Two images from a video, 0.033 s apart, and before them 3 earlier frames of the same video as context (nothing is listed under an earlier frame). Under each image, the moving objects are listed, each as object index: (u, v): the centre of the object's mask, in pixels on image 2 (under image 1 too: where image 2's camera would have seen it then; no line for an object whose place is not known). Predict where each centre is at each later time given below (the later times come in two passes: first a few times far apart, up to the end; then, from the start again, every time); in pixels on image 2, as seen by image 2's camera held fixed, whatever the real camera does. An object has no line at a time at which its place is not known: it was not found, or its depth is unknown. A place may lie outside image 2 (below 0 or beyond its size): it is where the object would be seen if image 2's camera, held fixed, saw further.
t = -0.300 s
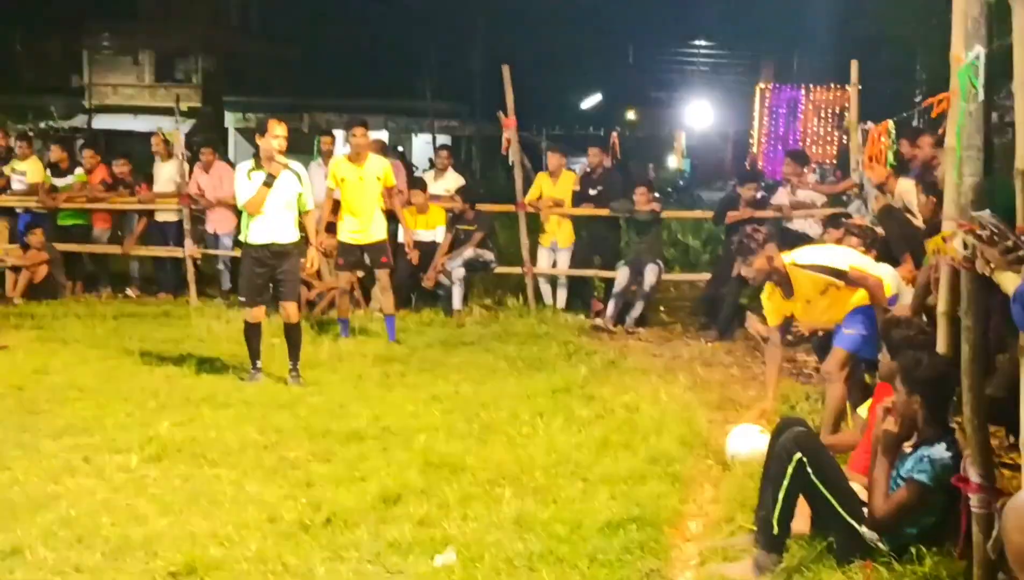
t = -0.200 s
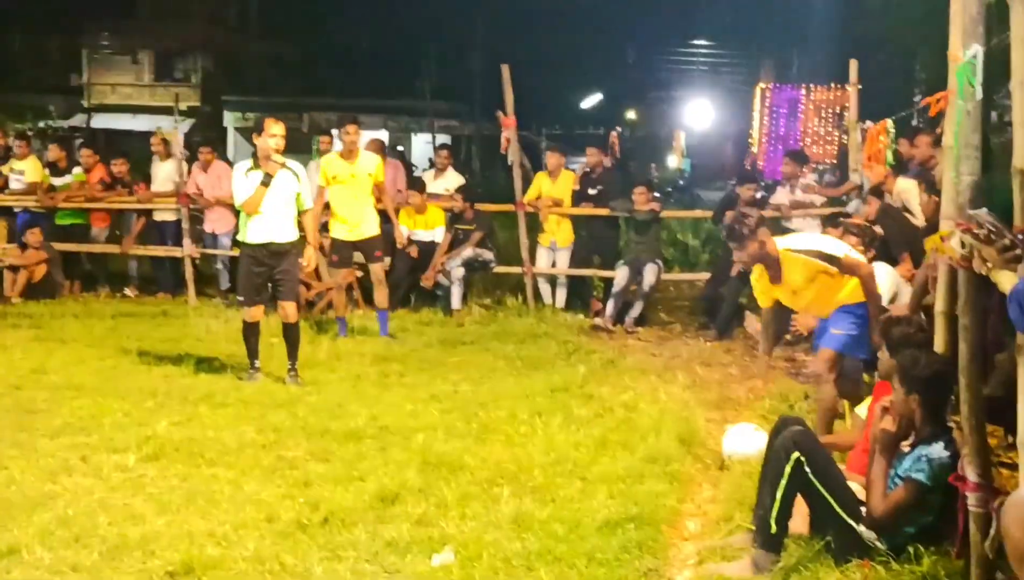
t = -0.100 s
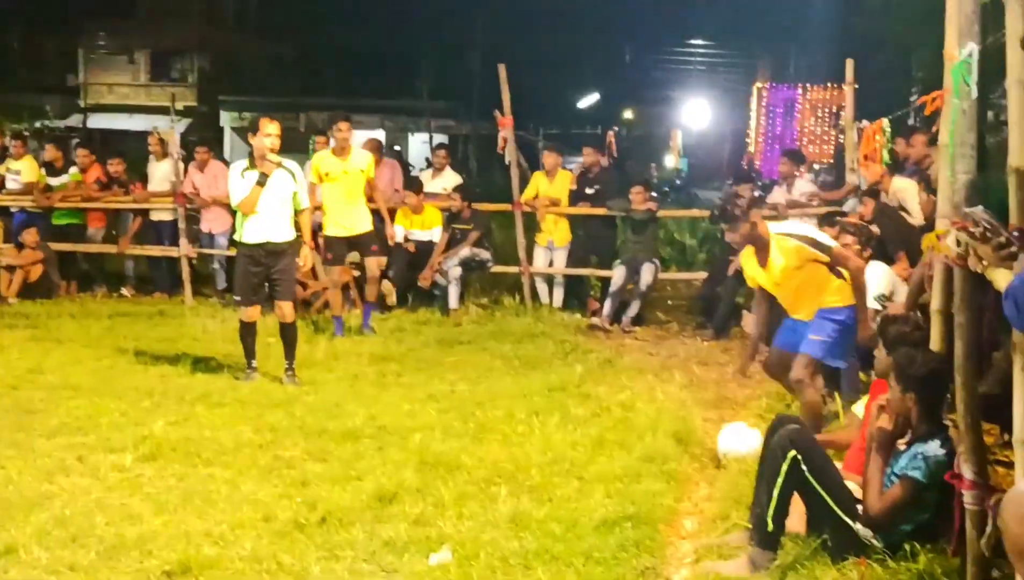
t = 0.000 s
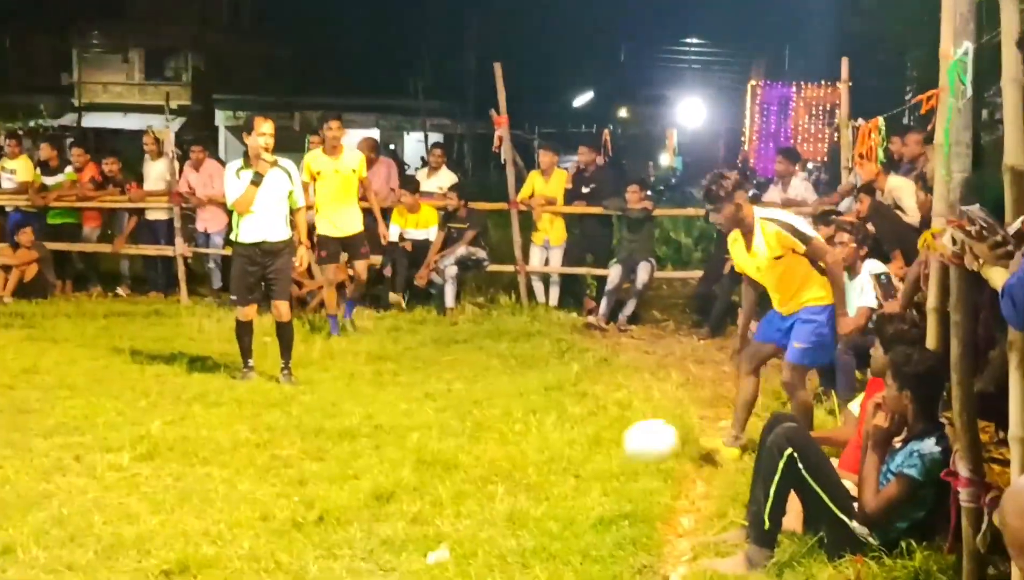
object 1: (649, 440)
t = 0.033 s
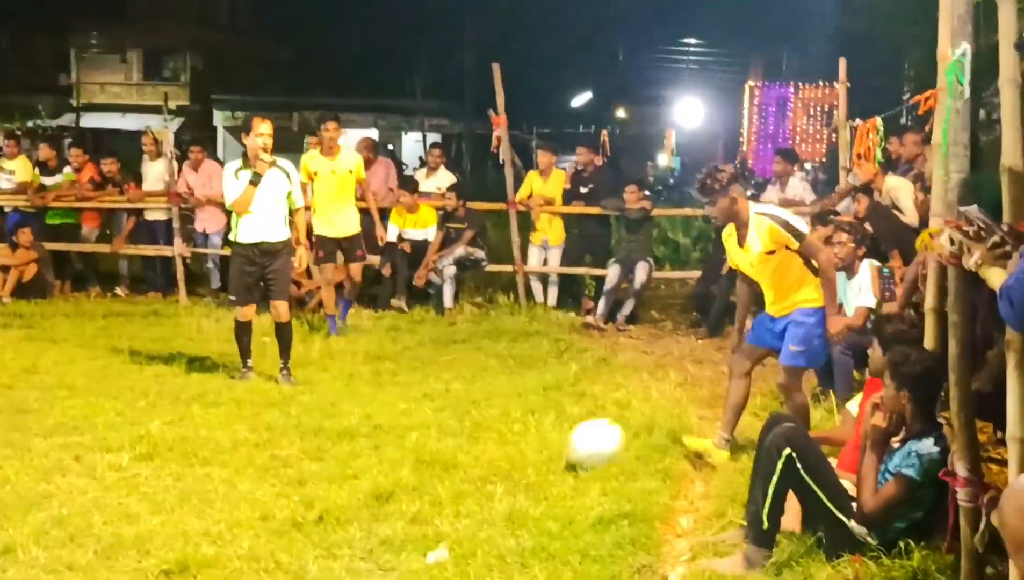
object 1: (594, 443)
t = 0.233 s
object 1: (270, 471)
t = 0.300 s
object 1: (173, 474)
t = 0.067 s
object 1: (541, 446)
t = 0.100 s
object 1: (488, 449)
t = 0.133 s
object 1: (432, 454)
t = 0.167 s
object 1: (376, 461)
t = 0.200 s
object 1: (322, 468)
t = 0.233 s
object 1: (270, 471)
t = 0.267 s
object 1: (220, 473)
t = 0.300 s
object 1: (173, 474)
